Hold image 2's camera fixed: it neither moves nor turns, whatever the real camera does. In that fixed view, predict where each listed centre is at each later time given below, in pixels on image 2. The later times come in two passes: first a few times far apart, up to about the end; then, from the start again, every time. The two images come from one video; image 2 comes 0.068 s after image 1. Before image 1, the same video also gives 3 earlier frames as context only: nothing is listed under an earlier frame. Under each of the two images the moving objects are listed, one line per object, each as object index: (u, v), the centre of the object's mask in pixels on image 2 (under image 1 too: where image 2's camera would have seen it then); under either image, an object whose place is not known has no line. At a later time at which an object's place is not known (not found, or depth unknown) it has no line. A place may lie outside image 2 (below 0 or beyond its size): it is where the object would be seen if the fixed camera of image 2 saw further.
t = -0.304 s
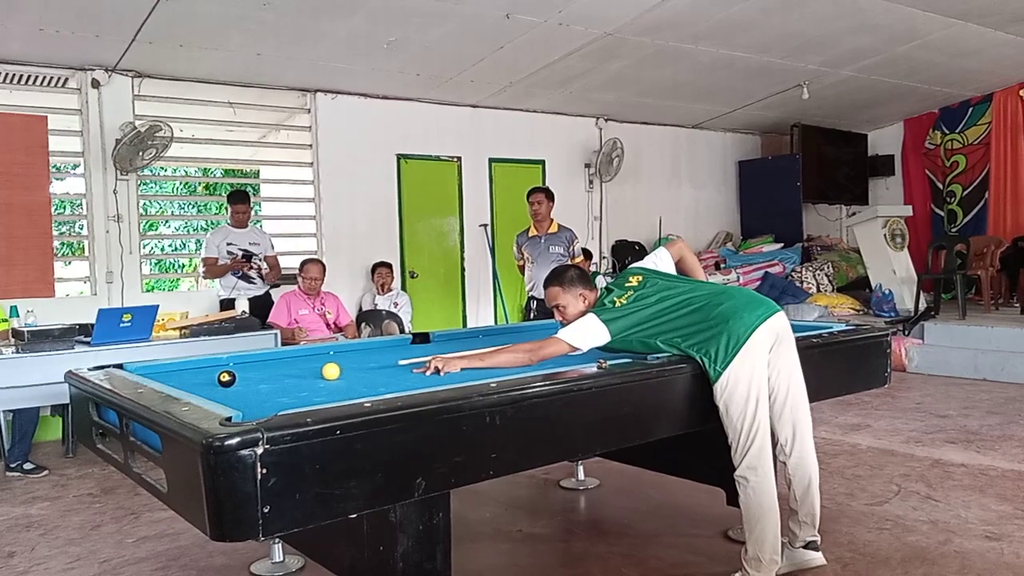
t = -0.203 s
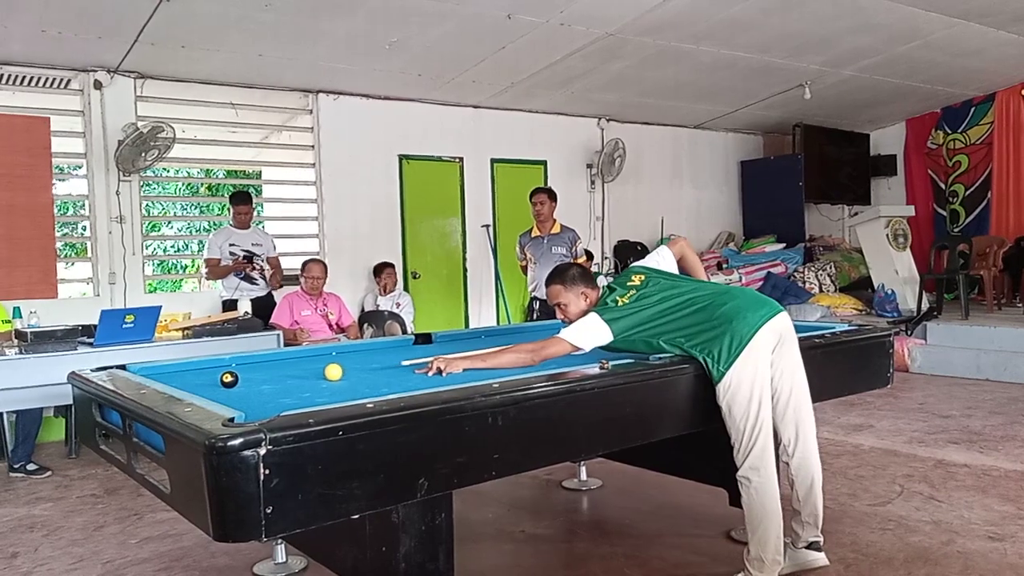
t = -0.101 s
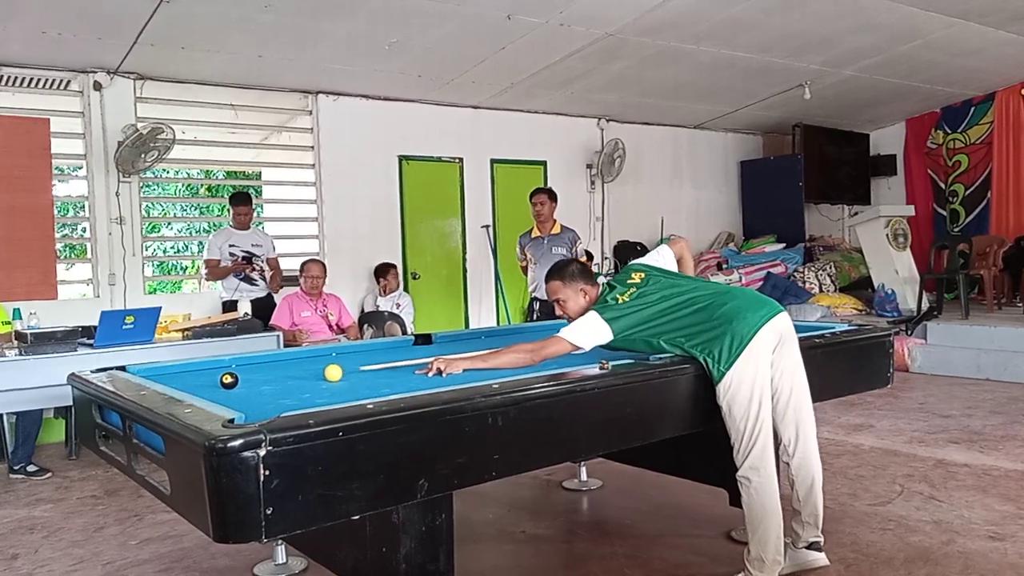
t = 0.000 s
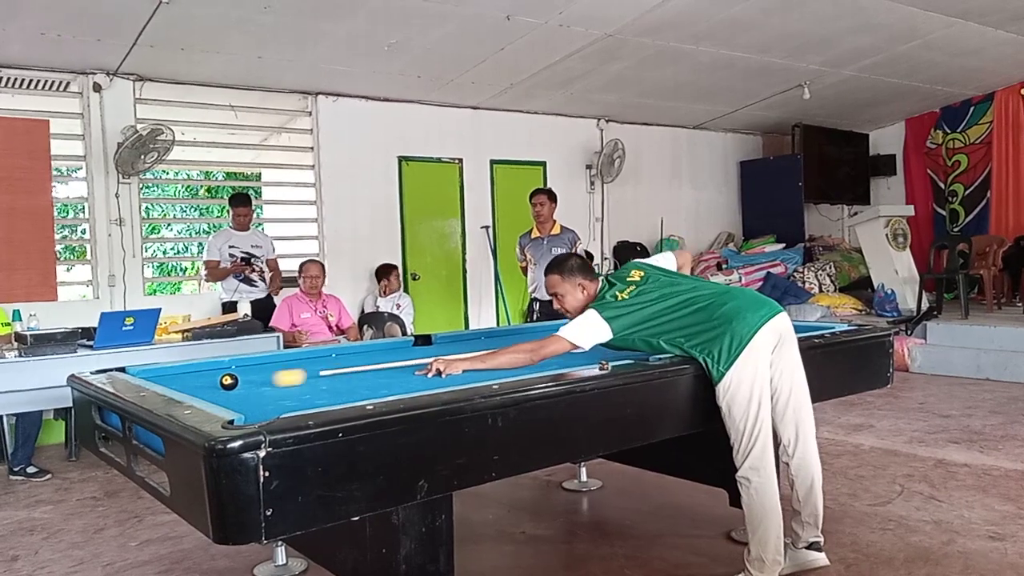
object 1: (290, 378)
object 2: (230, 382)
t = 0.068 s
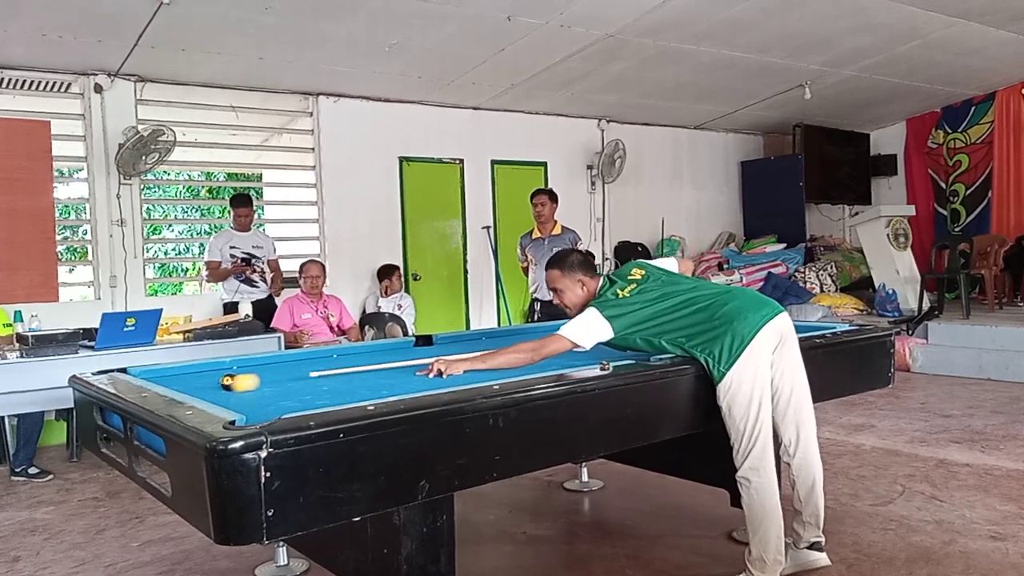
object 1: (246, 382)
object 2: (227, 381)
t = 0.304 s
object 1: (214, 391)
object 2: (176, 380)
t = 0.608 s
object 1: (297, 384)
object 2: (141, 374)
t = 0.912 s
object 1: (371, 377)
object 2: (142, 373)
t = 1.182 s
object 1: (430, 372)
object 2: (141, 375)
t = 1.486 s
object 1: (487, 367)
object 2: (152, 377)
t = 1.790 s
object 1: (538, 363)
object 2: (161, 379)
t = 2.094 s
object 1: (584, 359)
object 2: (168, 381)
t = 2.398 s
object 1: (625, 355)
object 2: (173, 383)
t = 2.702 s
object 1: (661, 352)
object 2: (176, 383)
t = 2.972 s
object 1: (689, 348)
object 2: (178, 384)
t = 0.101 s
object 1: (230, 385)
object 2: (217, 379)
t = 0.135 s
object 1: (217, 388)
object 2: (208, 378)
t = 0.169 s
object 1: (202, 389)
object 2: (202, 378)
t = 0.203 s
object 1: (189, 390)
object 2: (196, 379)
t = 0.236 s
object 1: (194, 391)
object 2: (188, 379)
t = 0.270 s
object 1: (204, 391)
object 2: (181, 381)
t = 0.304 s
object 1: (214, 391)
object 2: (176, 380)
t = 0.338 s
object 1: (224, 390)
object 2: (169, 379)
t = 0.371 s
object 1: (233, 389)
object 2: (163, 378)
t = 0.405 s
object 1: (243, 388)
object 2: (157, 378)
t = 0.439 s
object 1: (252, 388)
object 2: (151, 377)
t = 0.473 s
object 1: (261, 387)
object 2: (146, 376)
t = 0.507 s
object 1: (271, 386)
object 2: (141, 375)
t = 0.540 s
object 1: (279, 385)
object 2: (142, 375)
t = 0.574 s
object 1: (289, 385)
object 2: (141, 374)
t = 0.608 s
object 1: (297, 384)
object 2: (141, 374)
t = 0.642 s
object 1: (306, 383)
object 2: (141, 373)
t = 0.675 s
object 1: (315, 382)
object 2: (142, 373)
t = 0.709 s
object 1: (323, 381)
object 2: (142, 373)
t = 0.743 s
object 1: (331, 381)
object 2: (142, 372)
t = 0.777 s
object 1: (340, 380)
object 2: (142, 372)
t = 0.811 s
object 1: (348, 379)
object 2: (142, 373)
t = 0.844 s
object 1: (356, 379)
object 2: (142, 373)
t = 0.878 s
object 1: (364, 378)
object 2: (142, 373)
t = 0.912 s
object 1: (371, 377)
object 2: (142, 373)
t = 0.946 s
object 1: (379, 376)
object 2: (142, 374)
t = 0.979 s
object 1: (387, 376)
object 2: (142, 374)
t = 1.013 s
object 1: (394, 375)
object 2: (142, 374)
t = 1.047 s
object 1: (401, 375)
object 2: (141, 374)
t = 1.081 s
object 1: (408, 374)
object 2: (141, 374)
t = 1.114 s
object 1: (415, 373)
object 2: (141, 374)
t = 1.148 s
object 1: (423, 373)
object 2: (141, 375)
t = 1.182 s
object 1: (430, 372)
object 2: (141, 375)
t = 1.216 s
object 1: (436, 372)
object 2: (142, 375)
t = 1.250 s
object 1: (443, 371)
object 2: (144, 376)
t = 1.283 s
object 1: (449, 370)
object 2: (145, 376)
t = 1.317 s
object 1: (456, 370)
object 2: (146, 376)
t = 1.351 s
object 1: (462, 370)
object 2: (148, 376)
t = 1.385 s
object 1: (469, 369)
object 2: (149, 377)
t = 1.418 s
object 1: (475, 369)
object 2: (150, 377)
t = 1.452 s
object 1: (481, 368)
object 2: (151, 377)
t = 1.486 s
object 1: (487, 367)
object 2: (152, 377)
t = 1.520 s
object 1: (493, 367)
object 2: (154, 377)
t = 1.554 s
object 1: (499, 366)
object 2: (155, 378)
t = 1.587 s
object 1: (505, 366)
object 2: (156, 378)
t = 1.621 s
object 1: (510, 365)
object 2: (156, 378)
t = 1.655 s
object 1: (516, 364)
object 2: (157, 378)
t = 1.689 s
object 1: (522, 364)
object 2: (158, 379)
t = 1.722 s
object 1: (527, 364)
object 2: (159, 379)
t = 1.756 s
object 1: (533, 363)
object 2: (160, 379)
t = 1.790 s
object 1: (538, 363)
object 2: (161, 379)
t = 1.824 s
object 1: (543, 362)
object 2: (162, 380)
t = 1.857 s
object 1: (549, 362)
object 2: (163, 380)
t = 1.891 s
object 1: (554, 361)
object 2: (163, 380)
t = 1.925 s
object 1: (559, 361)
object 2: (164, 381)
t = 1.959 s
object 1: (564, 361)
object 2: (165, 381)
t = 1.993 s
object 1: (569, 360)
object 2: (165, 381)
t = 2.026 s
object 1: (574, 360)
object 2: (166, 381)
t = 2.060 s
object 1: (579, 359)
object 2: (167, 381)
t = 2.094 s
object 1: (584, 359)
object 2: (168, 381)
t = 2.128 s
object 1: (589, 358)
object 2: (168, 381)
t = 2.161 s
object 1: (593, 358)
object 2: (169, 382)
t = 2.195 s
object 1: (598, 357)
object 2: (170, 382)
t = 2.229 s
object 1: (603, 357)
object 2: (170, 382)
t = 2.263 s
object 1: (607, 357)
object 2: (171, 382)
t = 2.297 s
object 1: (612, 356)
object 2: (172, 382)
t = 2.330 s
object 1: (616, 356)
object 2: (172, 383)
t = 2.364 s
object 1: (621, 355)
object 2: (172, 383)
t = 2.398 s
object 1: (625, 355)
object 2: (173, 383)
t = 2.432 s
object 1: (629, 355)
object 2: (173, 383)
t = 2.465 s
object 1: (634, 354)
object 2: (174, 383)
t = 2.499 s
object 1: (638, 354)
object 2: (174, 383)
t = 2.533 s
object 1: (641, 354)
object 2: (174, 383)
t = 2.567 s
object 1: (645, 354)
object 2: (175, 383)
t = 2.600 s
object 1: (650, 353)
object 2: (175, 383)
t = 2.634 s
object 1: (653, 353)
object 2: (175, 383)
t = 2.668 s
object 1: (657, 352)
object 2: (176, 383)
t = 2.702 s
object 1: (661, 352)
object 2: (176, 383)
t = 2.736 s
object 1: (665, 351)
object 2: (176, 383)
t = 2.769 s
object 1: (669, 350)
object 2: (176, 383)
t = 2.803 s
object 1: (672, 350)
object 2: (176, 384)
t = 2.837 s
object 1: (676, 349)
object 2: (177, 384)
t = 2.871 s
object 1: (680, 349)
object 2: (177, 384)
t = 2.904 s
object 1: (682, 349)
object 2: (177, 384)
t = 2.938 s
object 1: (686, 348)
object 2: (177, 384)
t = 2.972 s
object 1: (689, 348)
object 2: (178, 384)
